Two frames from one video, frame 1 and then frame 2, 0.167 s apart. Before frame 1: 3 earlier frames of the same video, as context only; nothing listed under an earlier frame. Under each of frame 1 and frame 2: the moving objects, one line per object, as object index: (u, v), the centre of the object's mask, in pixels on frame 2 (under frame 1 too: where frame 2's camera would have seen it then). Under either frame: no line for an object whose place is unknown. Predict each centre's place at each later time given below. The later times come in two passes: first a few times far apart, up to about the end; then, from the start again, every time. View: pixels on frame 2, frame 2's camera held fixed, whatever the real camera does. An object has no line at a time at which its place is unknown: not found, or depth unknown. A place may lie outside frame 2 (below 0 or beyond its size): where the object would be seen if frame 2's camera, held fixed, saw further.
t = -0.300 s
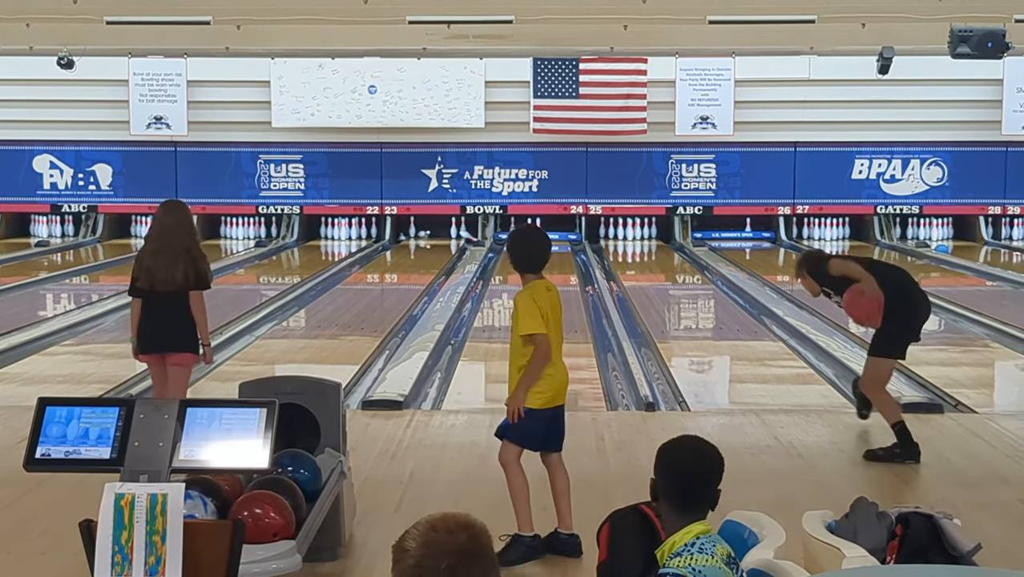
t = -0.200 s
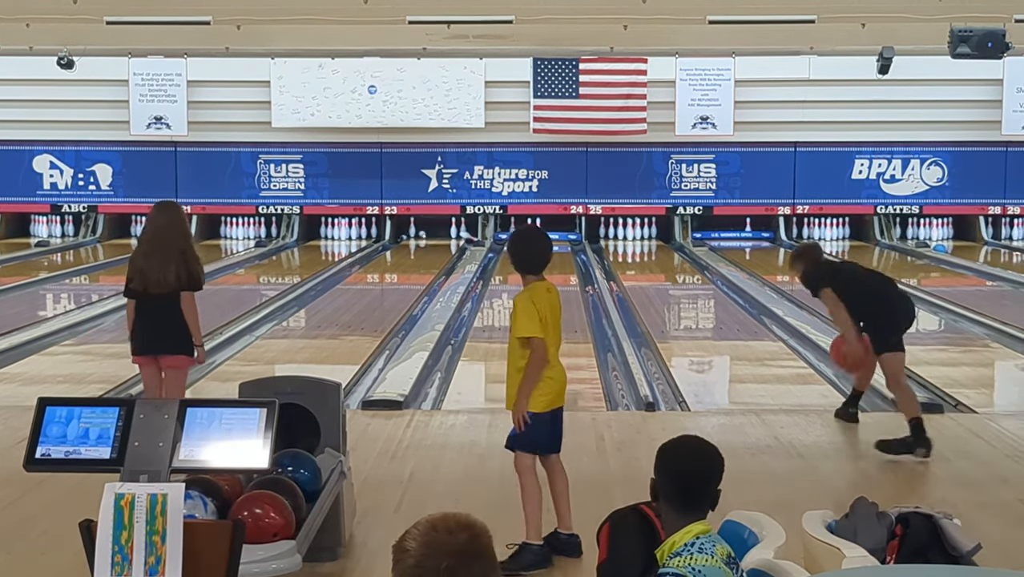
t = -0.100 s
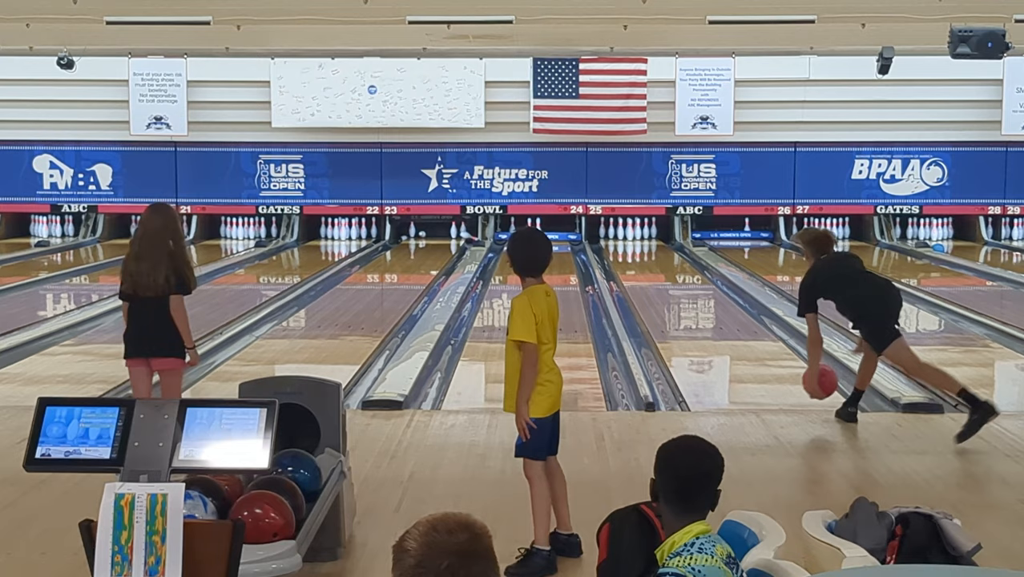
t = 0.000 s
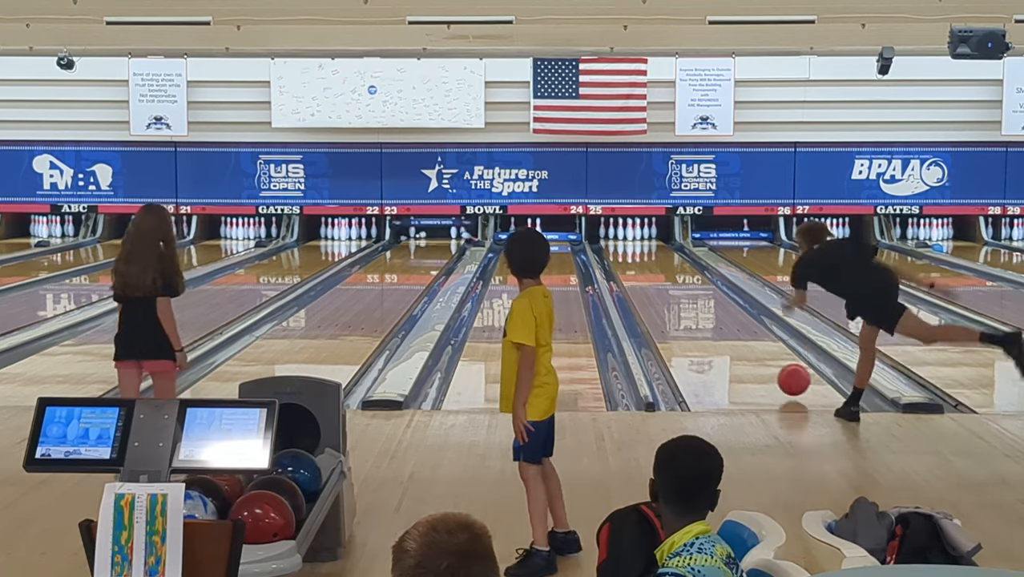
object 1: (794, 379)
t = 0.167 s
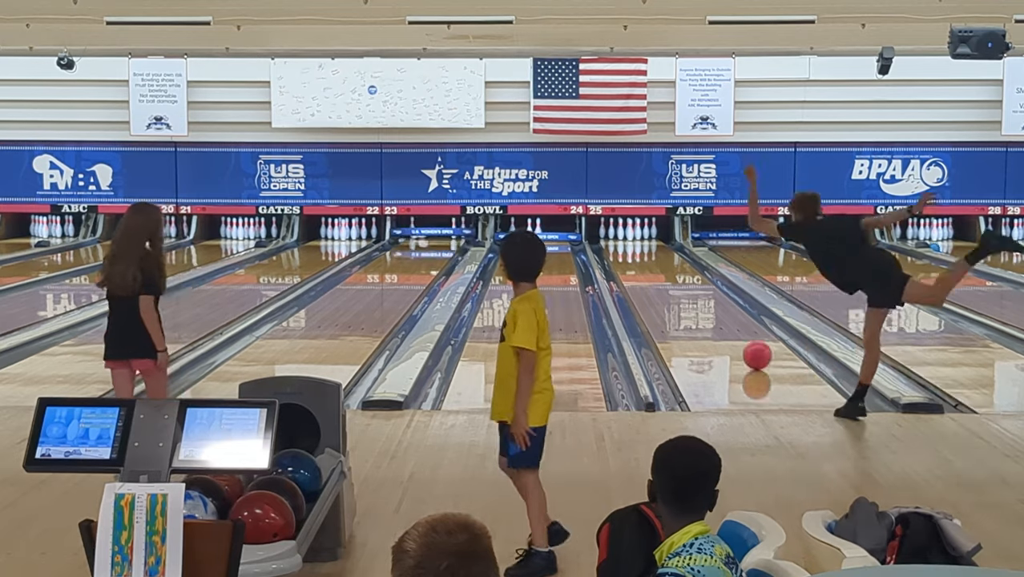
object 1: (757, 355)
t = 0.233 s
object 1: (745, 346)
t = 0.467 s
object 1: (710, 319)
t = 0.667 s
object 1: (687, 303)
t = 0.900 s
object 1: (667, 287)
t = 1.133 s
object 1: (651, 273)
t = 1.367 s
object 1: (639, 262)
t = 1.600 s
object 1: (628, 253)
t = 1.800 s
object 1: (623, 247)
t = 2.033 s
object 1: (624, 240)
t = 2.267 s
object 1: (632, 235)
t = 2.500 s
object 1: (635, 232)
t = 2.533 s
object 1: (635, 232)
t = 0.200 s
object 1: (751, 351)
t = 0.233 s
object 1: (745, 346)
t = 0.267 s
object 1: (739, 342)
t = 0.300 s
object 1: (734, 337)
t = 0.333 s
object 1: (728, 333)
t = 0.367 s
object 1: (723, 330)
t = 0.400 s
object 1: (719, 326)
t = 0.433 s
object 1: (715, 323)
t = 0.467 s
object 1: (710, 319)
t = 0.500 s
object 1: (706, 316)
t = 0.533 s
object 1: (702, 313)
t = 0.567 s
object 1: (698, 310)
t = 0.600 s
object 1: (694, 308)
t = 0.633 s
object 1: (690, 305)
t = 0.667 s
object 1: (687, 303)
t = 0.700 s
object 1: (684, 300)
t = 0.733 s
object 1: (681, 298)
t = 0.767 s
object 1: (678, 295)
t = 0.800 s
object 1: (675, 293)
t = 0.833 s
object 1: (672, 291)
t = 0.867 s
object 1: (669, 289)
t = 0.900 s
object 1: (667, 287)
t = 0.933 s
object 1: (664, 285)
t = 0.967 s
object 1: (662, 283)
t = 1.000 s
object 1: (659, 280)
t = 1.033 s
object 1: (657, 278)
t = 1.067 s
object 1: (655, 276)
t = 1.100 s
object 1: (653, 275)
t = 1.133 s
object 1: (651, 273)
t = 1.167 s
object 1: (649, 271)
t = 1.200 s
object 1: (647, 270)
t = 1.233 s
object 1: (645, 268)
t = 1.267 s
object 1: (644, 267)
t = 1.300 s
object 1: (642, 265)
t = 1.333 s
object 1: (641, 264)
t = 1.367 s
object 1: (639, 262)
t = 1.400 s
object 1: (637, 261)
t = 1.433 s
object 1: (636, 260)
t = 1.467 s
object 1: (634, 258)
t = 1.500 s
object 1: (633, 257)
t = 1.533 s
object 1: (631, 255)
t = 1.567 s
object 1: (629, 254)
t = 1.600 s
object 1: (628, 253)
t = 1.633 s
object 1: (627, 252)
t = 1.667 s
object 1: (627, 251)
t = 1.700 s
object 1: (625, 249)
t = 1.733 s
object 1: (624, 248)
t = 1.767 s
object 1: (624, 248)
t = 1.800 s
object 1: (623, 247)
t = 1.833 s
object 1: (623, 246)
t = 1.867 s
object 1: (623, 245)
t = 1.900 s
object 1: (623, 244)
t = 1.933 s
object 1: (623, 243)
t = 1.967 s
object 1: (623, 242)
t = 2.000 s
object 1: (624, 241)
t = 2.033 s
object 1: (624, 240)
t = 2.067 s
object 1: (625, 239)
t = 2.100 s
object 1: (626, 239)
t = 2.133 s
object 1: (627, 238)
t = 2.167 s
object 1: (628, 237)
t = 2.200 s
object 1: (629, 236)
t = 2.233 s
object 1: (630, 235)
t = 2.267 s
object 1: (632, 235)
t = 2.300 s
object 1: (634, 235)
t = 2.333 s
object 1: (634, 234)
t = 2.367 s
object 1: (635, 234)
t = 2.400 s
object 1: (635, 233)
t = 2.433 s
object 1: (635, 233)
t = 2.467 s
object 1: (635, 233)
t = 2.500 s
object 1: (635, 232)
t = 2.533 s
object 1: (635, 232)
